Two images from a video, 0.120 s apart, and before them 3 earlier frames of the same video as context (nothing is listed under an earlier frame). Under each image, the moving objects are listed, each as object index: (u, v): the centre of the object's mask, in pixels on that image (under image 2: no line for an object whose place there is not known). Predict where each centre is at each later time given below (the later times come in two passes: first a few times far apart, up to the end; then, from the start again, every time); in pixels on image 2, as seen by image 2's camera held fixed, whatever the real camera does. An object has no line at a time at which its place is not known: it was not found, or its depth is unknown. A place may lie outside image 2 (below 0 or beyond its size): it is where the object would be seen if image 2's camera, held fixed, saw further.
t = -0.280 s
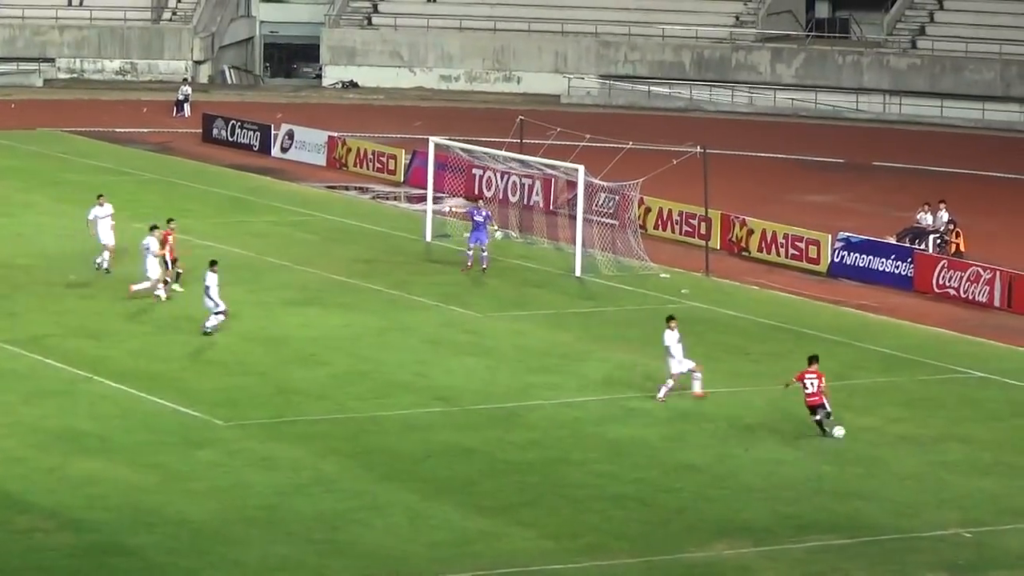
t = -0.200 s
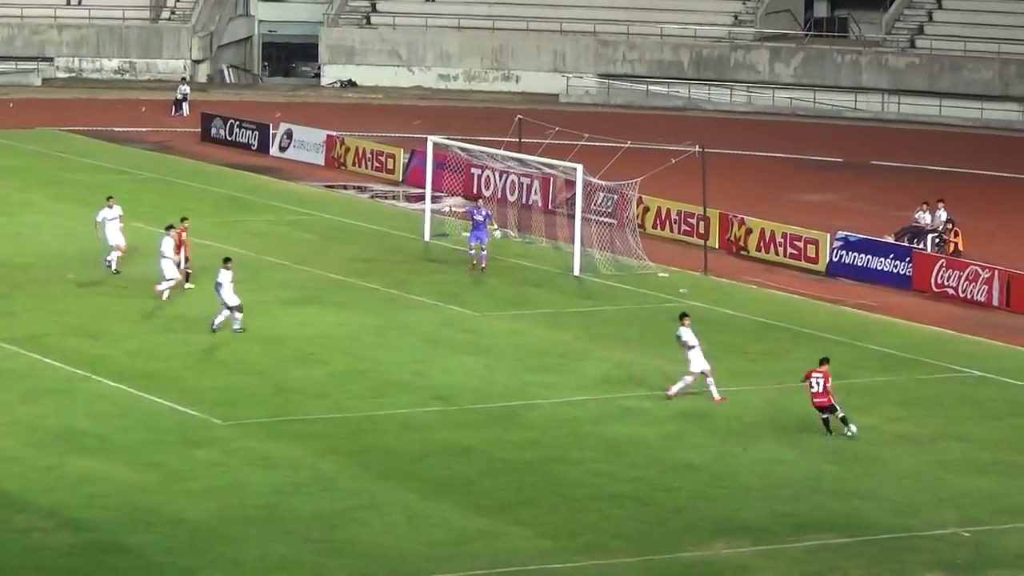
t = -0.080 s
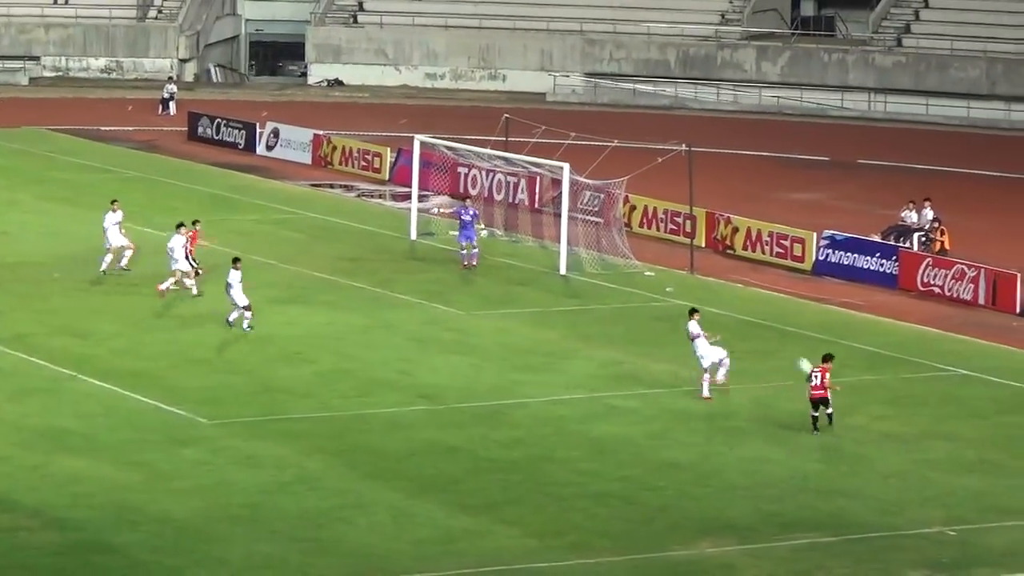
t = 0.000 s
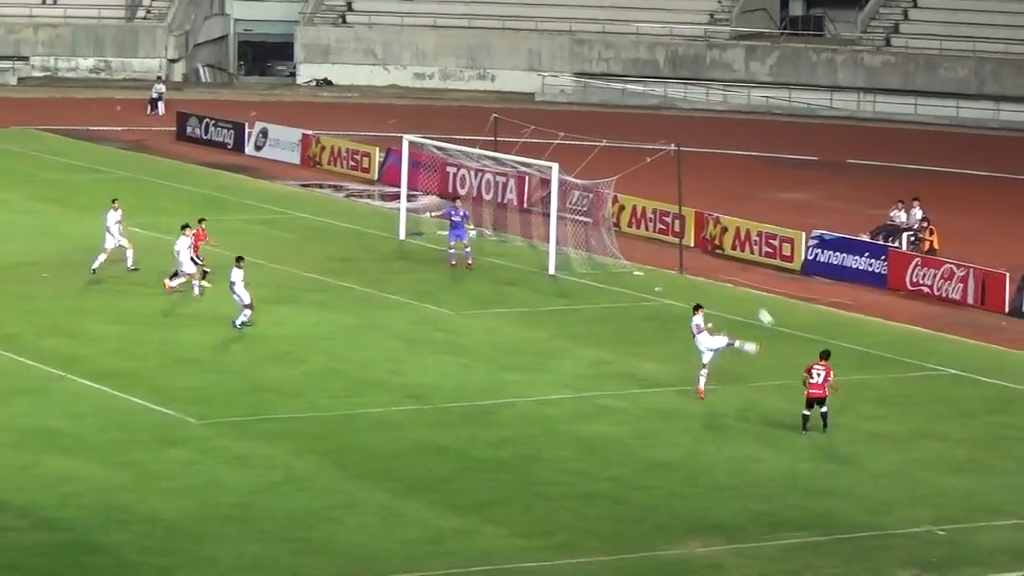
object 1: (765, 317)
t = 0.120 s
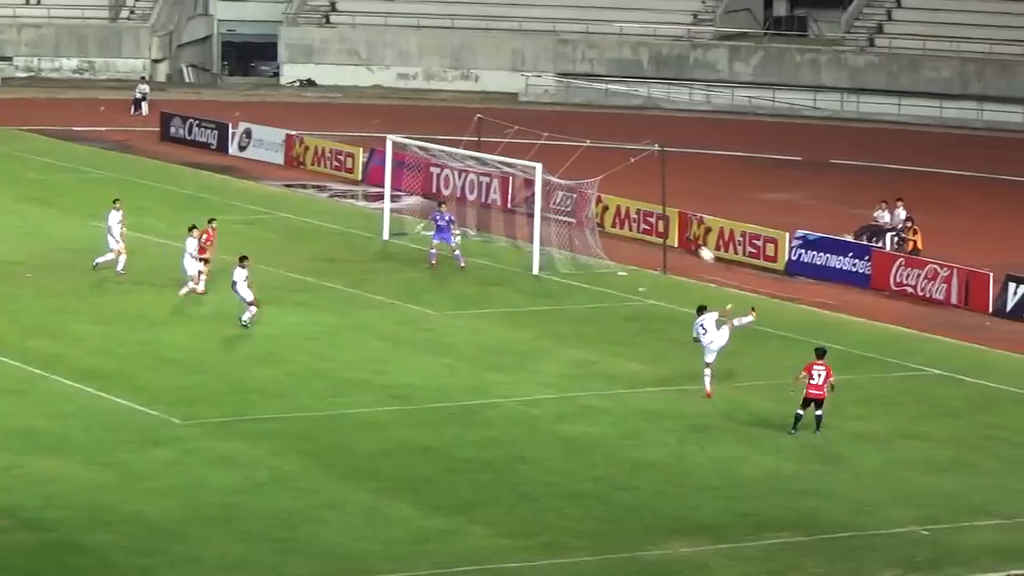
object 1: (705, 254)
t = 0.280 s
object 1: (651, 184)
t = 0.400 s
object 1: (613, 142)
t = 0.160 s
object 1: (691, 236)
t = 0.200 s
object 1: (677, 217)
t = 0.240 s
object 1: (664, 200)
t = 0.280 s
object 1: (651, 184)
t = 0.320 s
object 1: (638, 169)
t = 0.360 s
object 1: (626, 155)
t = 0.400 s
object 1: (613, 142)
